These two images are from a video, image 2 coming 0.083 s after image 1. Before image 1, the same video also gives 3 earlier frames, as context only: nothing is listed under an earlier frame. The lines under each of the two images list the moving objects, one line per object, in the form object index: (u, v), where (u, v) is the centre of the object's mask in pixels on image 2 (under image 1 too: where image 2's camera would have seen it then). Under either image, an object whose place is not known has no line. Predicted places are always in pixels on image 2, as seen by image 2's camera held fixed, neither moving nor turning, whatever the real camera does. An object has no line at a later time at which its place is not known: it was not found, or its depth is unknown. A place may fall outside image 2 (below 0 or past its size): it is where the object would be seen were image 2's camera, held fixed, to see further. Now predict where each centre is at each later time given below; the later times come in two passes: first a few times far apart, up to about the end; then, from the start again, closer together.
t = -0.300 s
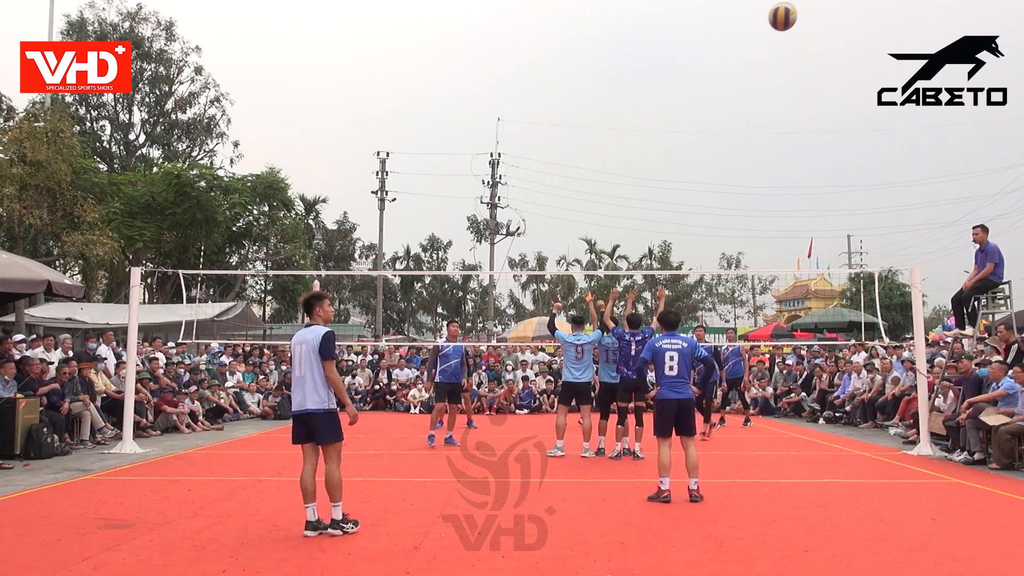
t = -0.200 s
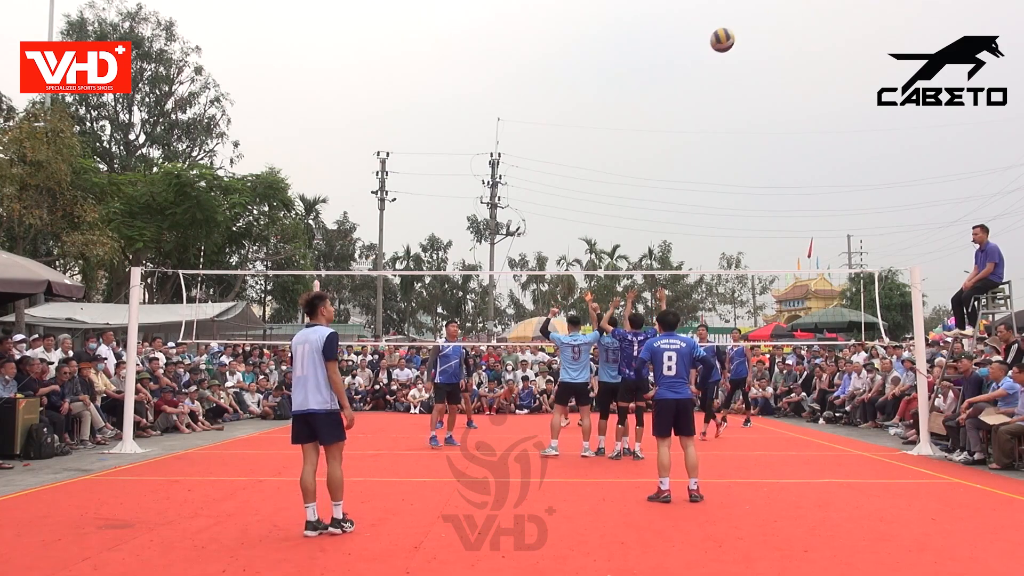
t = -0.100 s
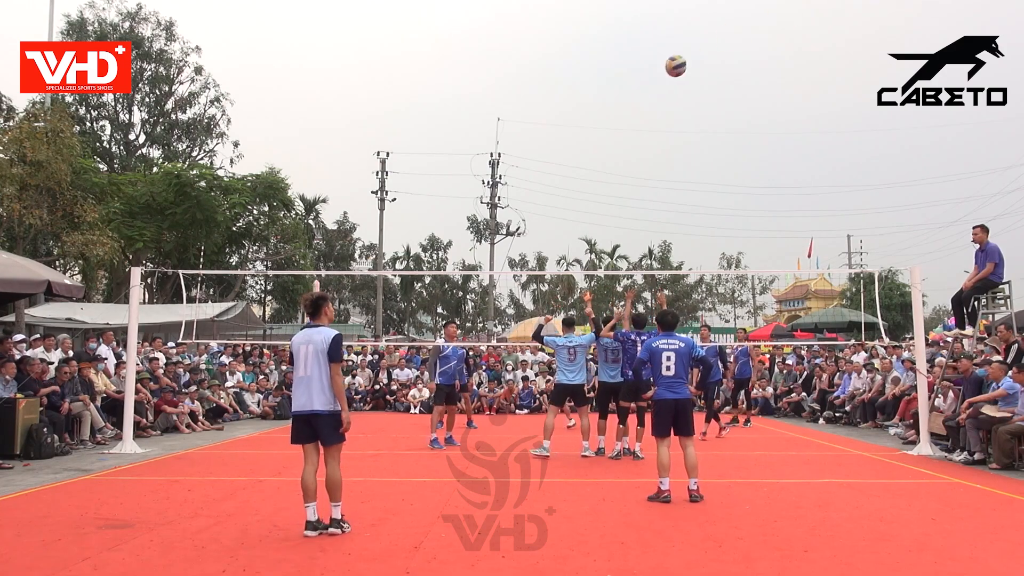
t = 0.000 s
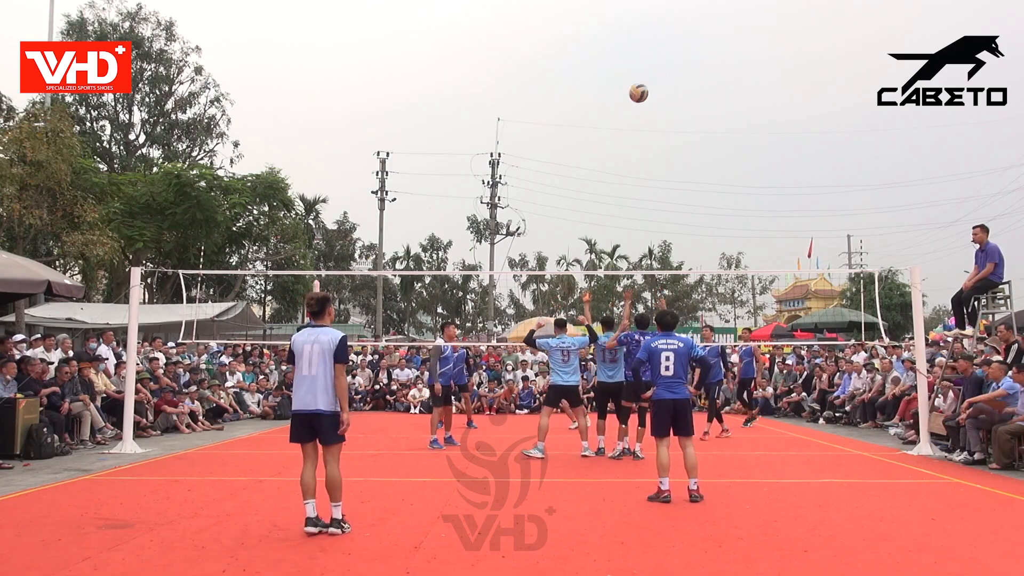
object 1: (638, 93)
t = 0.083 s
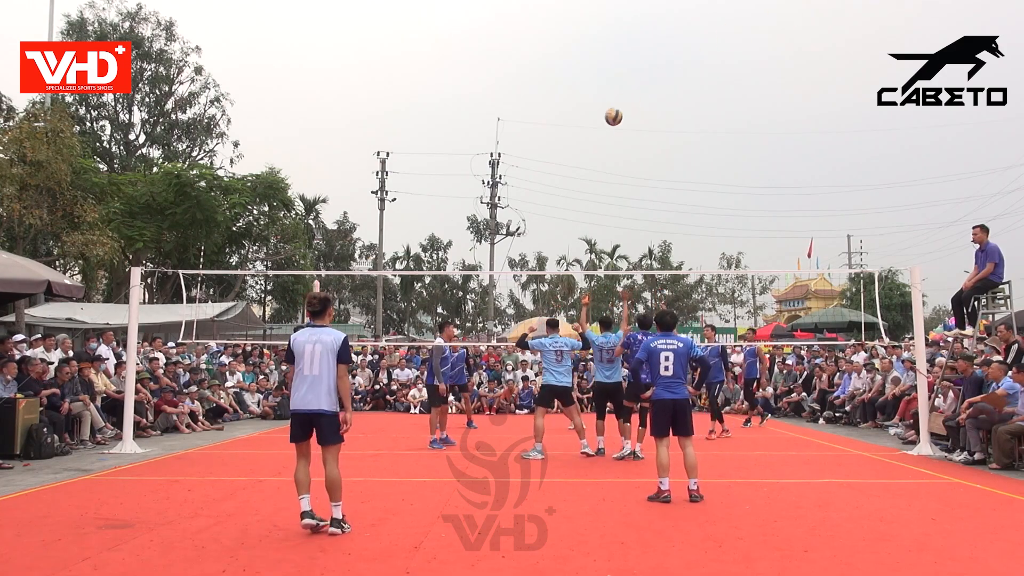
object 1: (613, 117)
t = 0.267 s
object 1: (572, 176)
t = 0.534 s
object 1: (533, 265)
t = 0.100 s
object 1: (609, 122)
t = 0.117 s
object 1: (604, 127)
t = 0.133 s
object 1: (600, 132)
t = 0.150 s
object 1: (596, 137)
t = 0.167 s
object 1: (593, 143)
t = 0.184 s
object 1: (589, 148)
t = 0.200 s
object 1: (585, 153)
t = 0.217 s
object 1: (581, 159)
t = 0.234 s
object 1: (578, 164)
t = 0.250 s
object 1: (575, 170)
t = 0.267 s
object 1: (572, 176)
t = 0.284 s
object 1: (569, 181)
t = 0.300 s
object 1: (566, 187)
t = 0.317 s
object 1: (563, 193)
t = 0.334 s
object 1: (560, 199)
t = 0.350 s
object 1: (558, 204)
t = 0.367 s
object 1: (555, 210)
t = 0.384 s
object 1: (553, 215)
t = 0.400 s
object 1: (551, 221)
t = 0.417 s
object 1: (548, 227)
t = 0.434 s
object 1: (546, 232)
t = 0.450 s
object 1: (544, 238)
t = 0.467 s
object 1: (542, 244)
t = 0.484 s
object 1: (539, 249)
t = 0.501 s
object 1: (537, 255)
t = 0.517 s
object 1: (535, 261)
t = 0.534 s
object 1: (533, 265)
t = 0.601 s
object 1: (525, 291)
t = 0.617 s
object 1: (524, 297)
